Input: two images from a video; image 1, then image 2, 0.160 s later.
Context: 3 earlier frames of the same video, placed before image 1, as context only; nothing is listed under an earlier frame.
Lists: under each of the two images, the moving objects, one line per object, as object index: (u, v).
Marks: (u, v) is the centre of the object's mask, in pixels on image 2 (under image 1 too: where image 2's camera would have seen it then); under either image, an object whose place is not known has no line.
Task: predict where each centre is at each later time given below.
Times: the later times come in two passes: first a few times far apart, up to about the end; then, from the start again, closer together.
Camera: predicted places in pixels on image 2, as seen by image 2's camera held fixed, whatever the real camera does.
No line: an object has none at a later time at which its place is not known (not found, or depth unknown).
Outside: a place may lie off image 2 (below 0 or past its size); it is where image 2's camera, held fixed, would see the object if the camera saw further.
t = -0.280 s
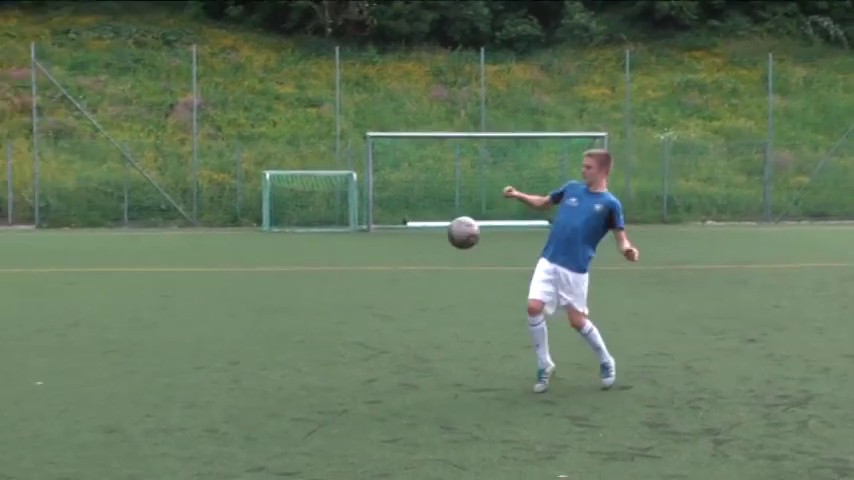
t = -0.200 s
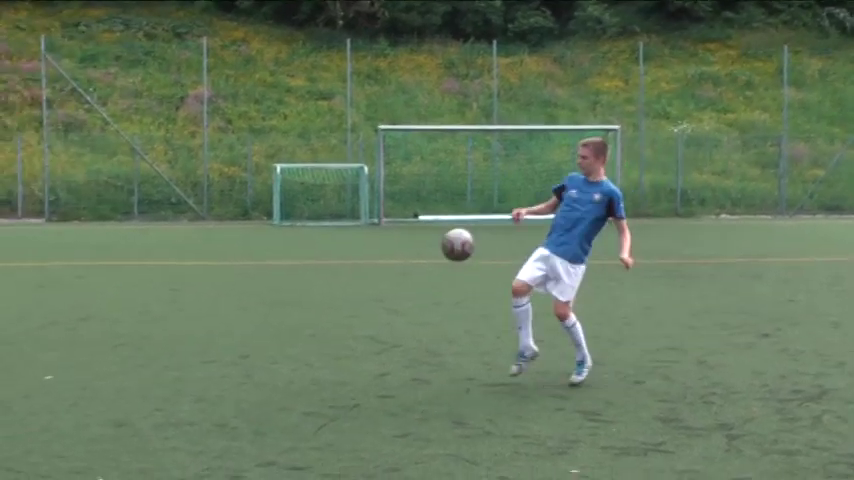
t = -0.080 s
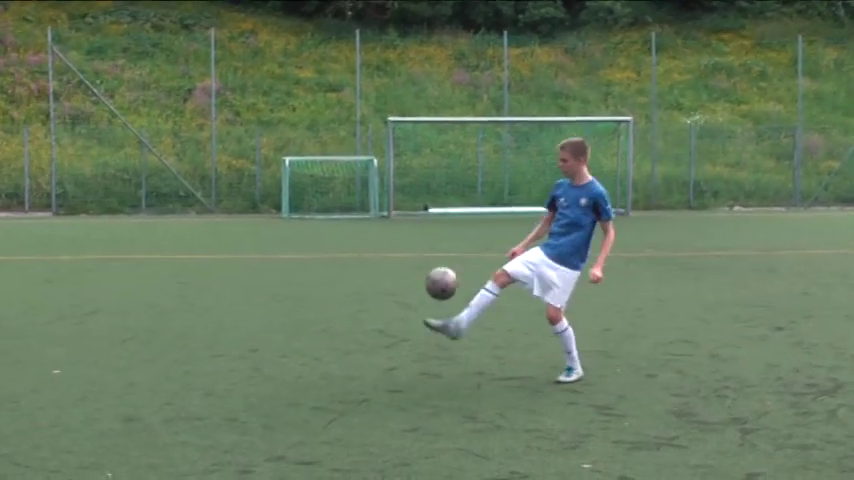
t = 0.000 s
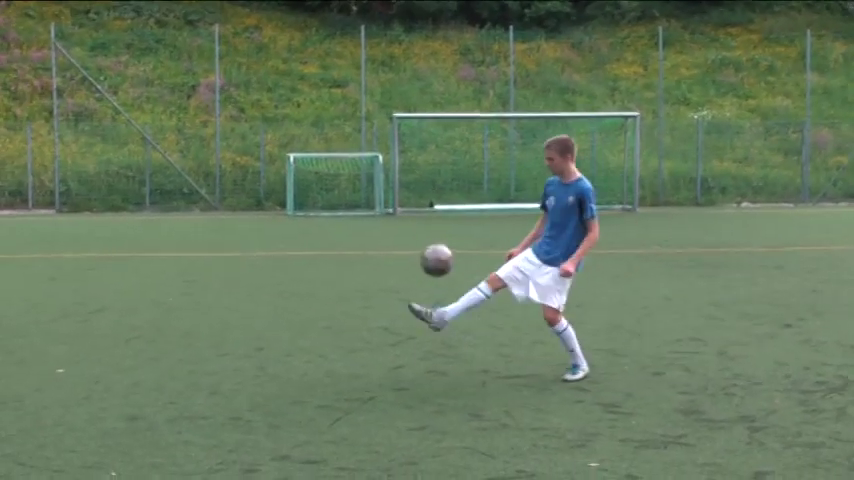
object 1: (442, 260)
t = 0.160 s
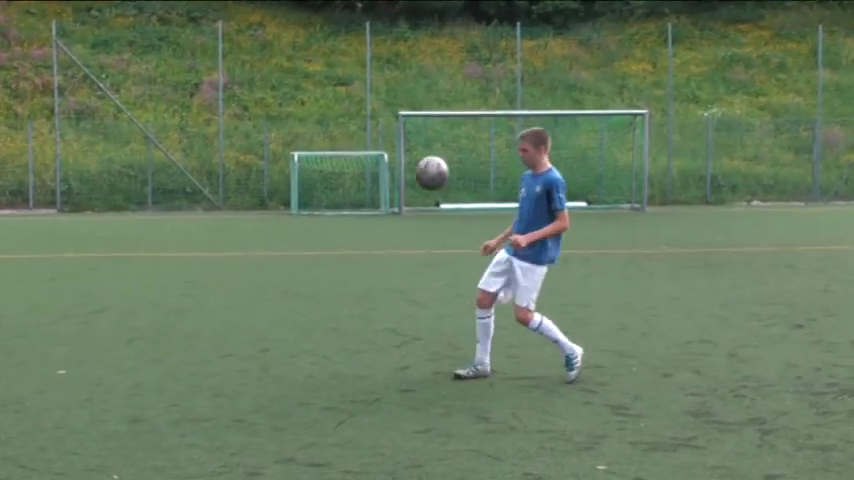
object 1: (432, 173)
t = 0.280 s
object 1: (422, 130)
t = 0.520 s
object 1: (402, 107)
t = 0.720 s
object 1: (390, 162)
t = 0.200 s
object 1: (429, 156)
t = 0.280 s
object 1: (422, 130)
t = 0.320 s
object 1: (420, 118)
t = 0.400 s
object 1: (413, 106)
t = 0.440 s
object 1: (409, 106)
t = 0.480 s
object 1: (405, 106)
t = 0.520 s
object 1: (402, 107)
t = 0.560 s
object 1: (401, 114)
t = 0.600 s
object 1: (400, 123)
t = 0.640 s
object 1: (396, 133)
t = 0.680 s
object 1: (393, 147)
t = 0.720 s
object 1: (390, 162)
